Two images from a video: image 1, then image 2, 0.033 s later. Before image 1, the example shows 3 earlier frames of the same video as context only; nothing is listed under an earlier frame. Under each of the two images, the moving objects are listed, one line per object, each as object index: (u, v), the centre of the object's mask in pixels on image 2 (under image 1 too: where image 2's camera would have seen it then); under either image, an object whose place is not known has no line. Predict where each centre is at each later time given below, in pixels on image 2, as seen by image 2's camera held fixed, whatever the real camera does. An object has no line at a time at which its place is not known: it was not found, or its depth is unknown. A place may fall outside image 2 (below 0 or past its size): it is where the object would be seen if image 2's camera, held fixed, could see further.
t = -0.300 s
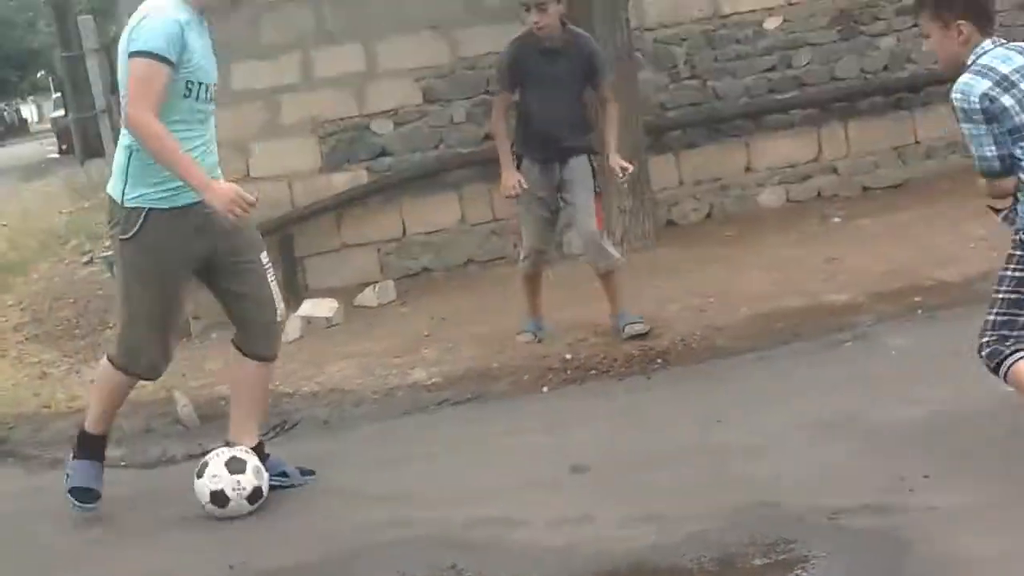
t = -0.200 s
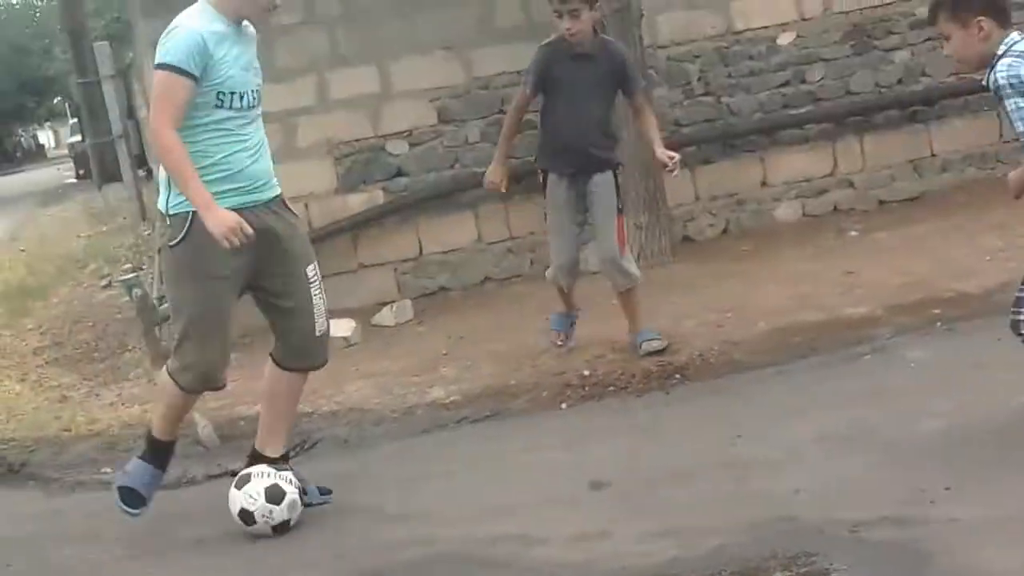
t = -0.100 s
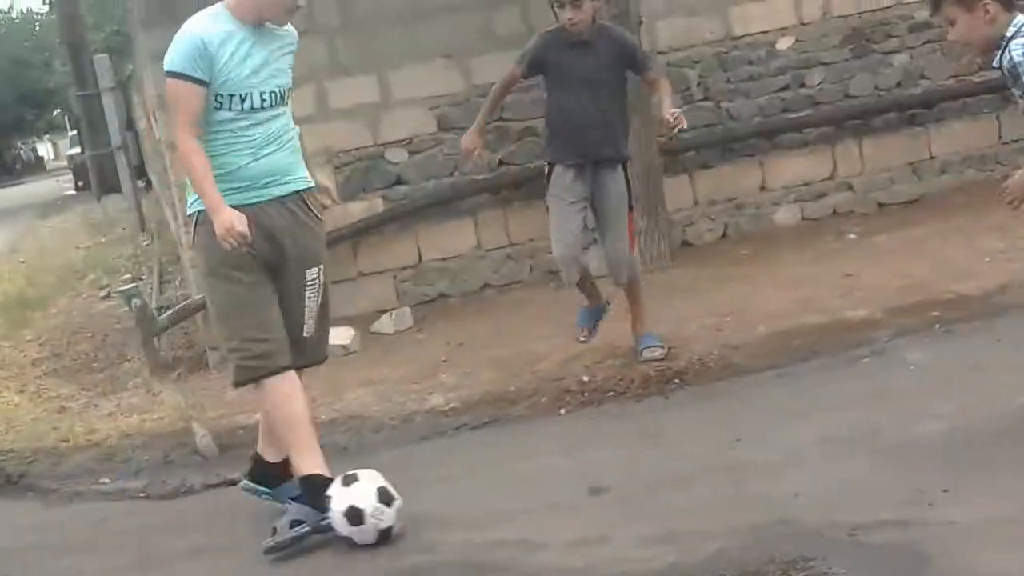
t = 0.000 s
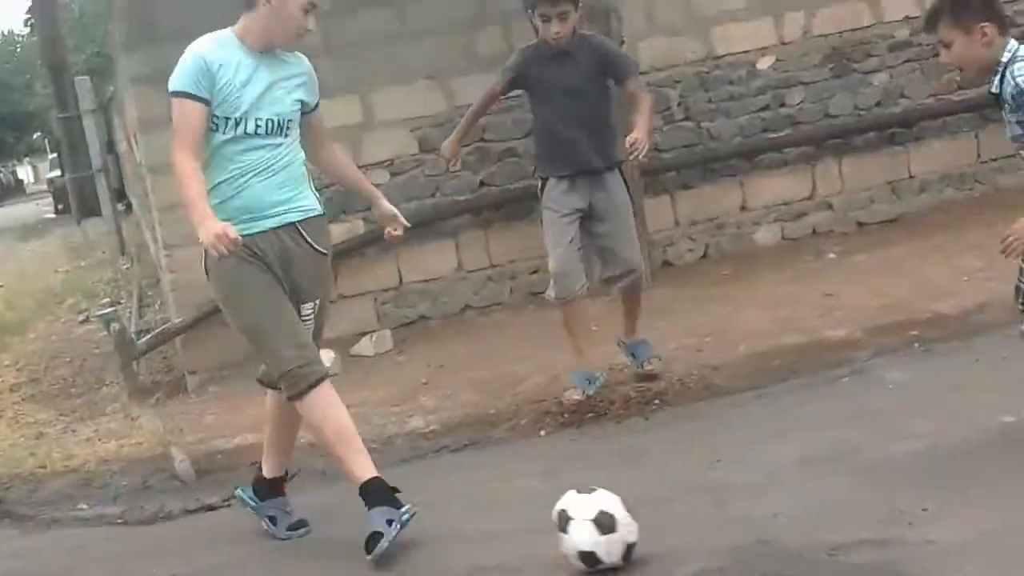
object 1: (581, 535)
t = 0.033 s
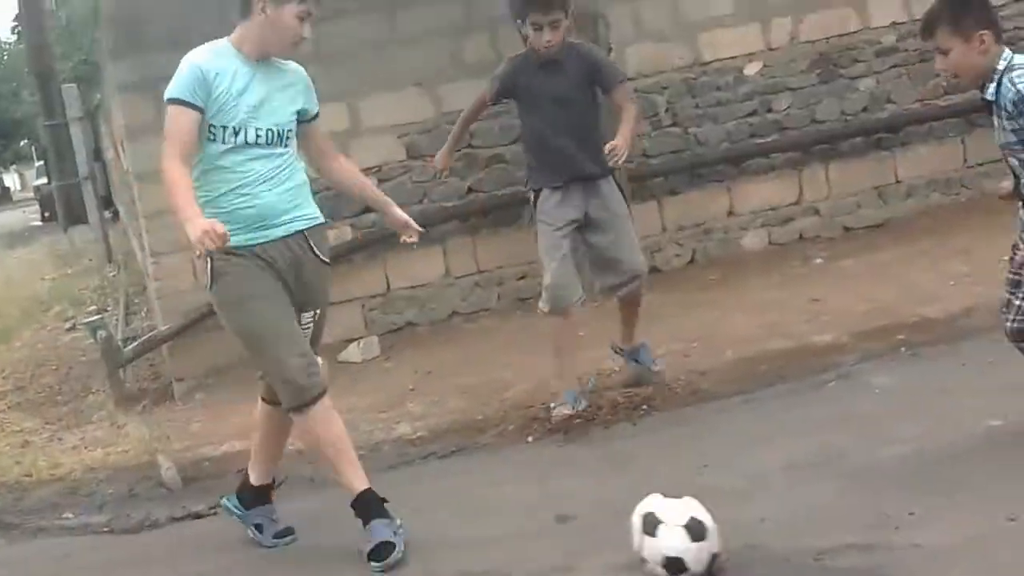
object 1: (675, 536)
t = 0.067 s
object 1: (769, 534)
